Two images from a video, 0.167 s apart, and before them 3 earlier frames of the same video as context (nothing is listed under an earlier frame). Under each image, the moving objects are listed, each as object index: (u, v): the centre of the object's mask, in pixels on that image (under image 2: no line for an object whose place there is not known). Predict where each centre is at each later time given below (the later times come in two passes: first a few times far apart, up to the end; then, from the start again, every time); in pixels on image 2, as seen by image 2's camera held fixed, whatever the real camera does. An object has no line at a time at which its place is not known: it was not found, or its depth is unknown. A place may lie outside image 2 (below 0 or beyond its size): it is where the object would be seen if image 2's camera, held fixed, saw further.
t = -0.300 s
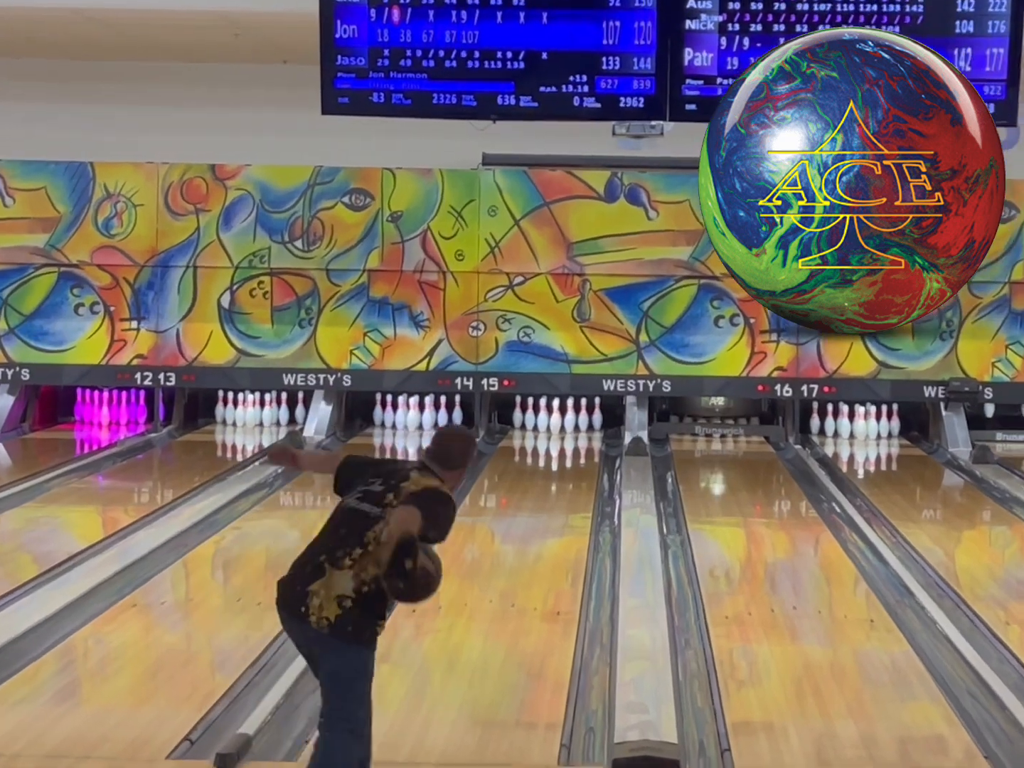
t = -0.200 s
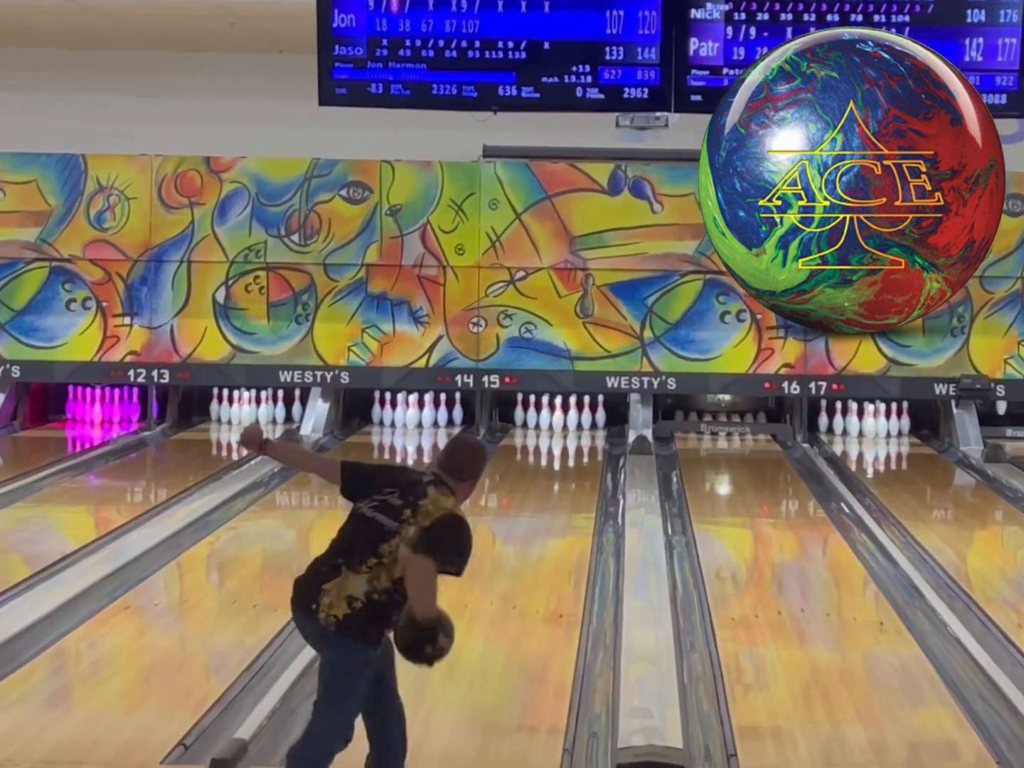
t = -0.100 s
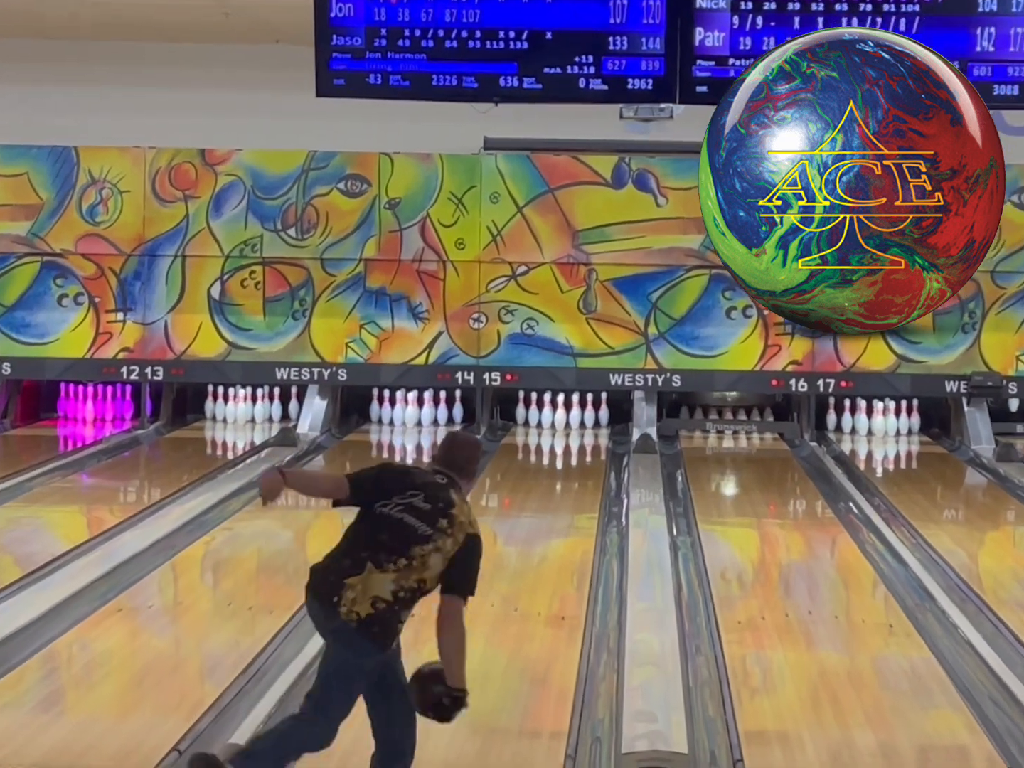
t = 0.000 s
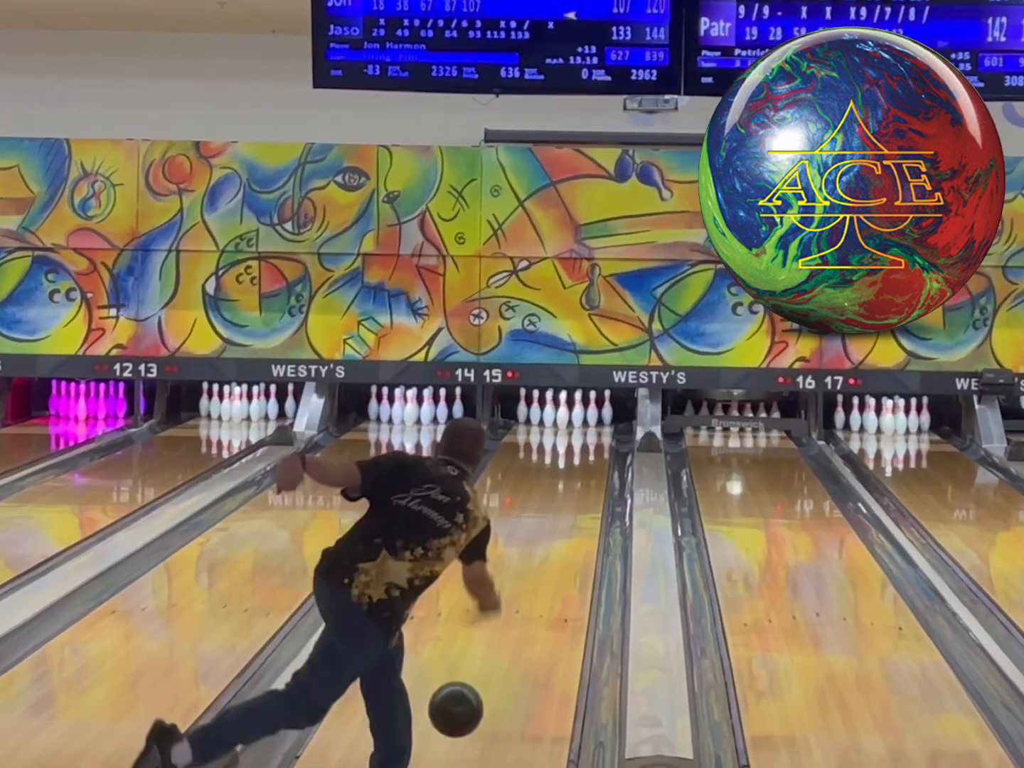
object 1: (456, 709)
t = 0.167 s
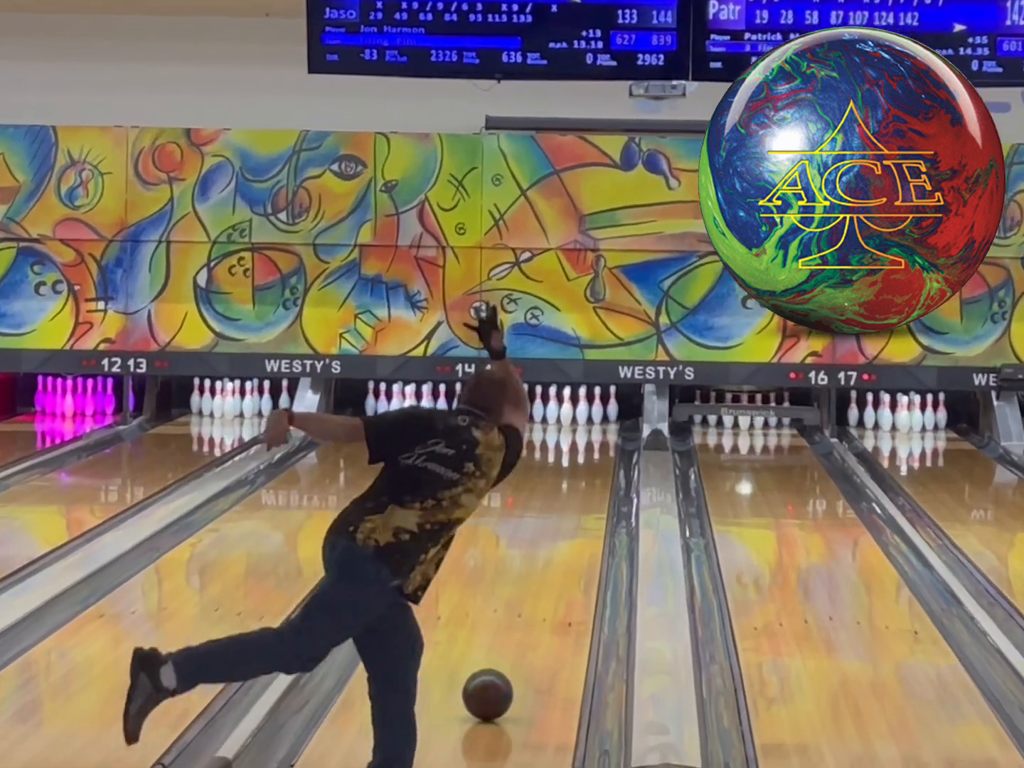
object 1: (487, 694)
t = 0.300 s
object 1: (509, 656)
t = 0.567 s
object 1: (541, 597)
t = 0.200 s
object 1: (493, 684)
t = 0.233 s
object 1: (498, 674)
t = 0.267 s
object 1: (504, 665)
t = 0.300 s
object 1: (509, 656)
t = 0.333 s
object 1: (513, 647)
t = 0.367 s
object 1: (518, 639)
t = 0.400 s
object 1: (522, 631)
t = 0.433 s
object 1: (526, 624)
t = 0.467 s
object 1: (530, 617)
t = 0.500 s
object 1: (534, 610)
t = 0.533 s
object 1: (538, 603)
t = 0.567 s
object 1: (541, 597)
